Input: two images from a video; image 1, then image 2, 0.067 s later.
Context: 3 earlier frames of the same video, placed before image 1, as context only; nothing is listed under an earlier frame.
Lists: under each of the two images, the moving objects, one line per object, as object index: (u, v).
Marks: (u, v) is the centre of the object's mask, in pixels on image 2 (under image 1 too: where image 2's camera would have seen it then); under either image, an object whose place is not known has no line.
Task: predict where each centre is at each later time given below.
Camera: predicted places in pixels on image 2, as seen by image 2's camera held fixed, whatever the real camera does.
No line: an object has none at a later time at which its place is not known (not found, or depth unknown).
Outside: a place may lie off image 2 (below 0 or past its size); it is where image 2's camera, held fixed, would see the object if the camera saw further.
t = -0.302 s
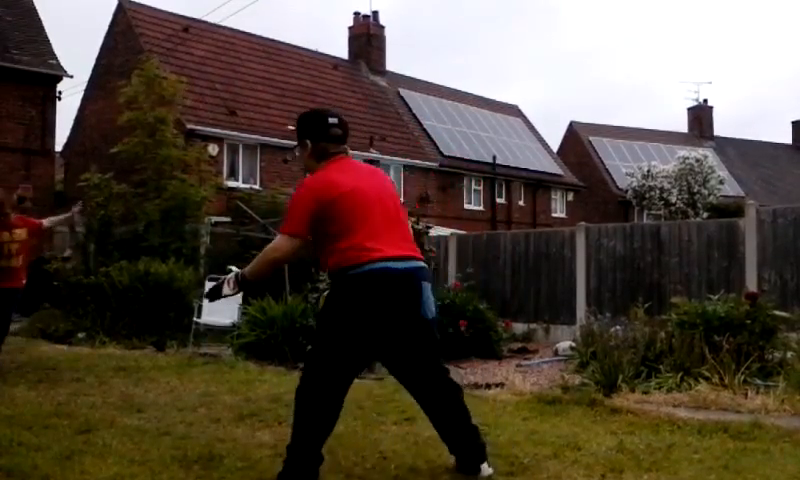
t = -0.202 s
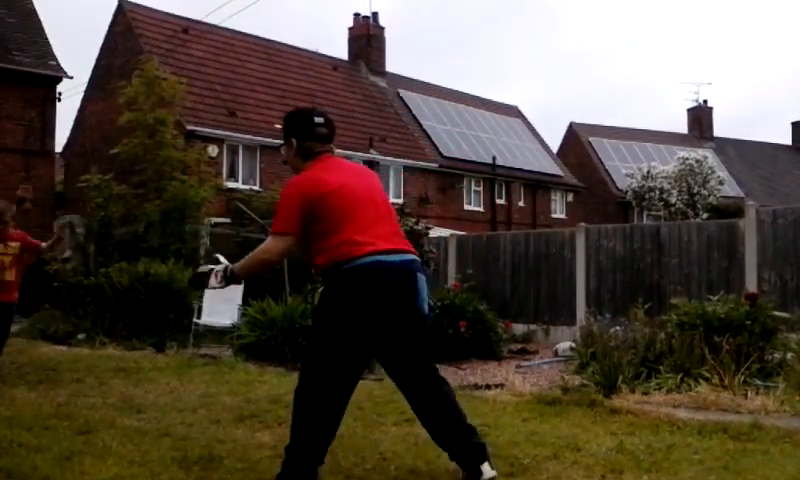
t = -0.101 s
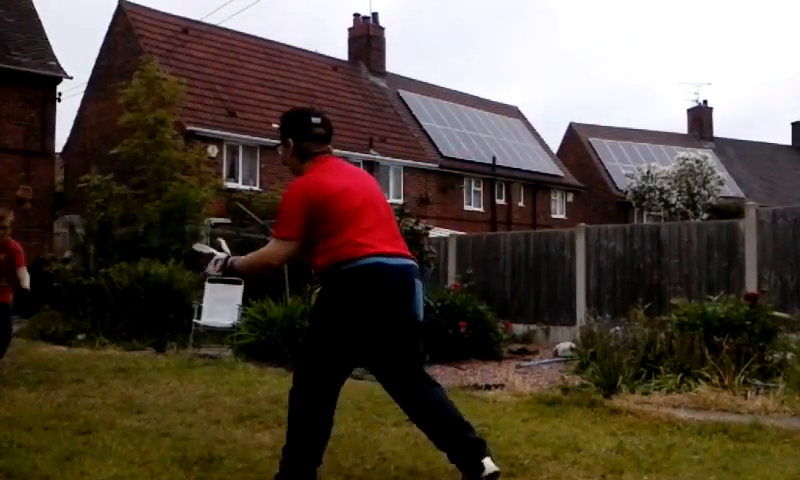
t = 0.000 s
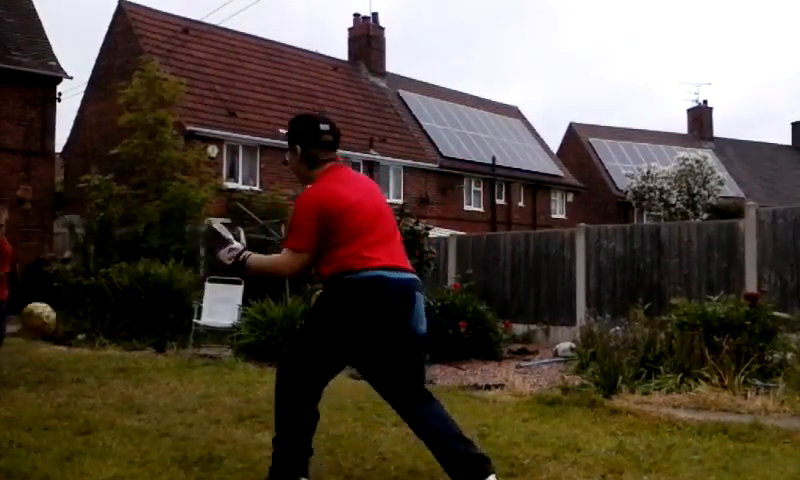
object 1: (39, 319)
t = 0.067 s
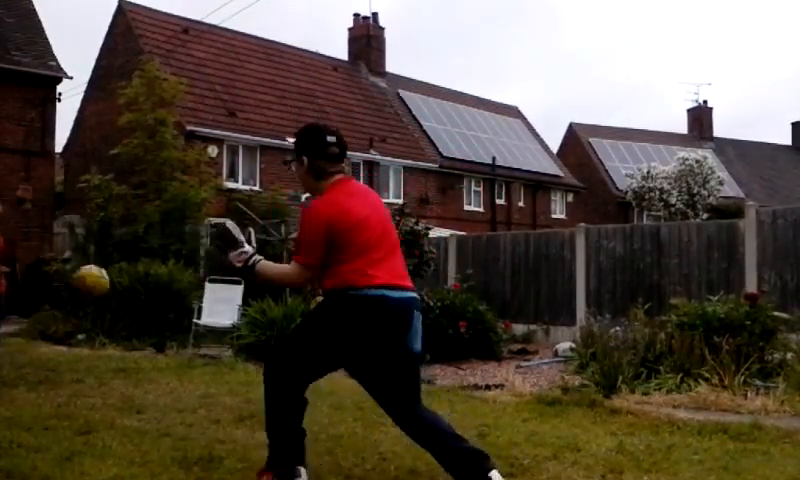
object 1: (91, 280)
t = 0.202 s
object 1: (212, 219)
